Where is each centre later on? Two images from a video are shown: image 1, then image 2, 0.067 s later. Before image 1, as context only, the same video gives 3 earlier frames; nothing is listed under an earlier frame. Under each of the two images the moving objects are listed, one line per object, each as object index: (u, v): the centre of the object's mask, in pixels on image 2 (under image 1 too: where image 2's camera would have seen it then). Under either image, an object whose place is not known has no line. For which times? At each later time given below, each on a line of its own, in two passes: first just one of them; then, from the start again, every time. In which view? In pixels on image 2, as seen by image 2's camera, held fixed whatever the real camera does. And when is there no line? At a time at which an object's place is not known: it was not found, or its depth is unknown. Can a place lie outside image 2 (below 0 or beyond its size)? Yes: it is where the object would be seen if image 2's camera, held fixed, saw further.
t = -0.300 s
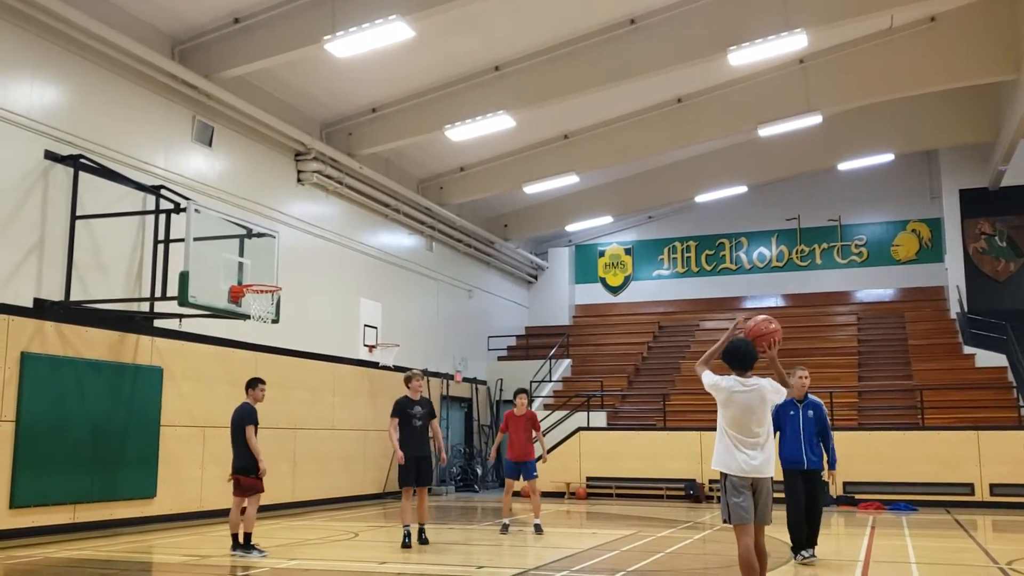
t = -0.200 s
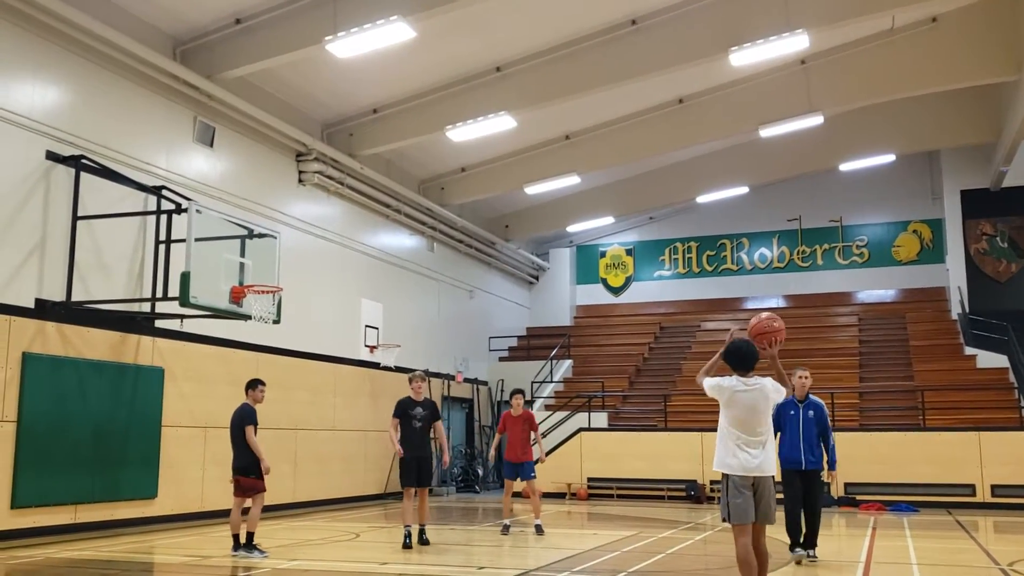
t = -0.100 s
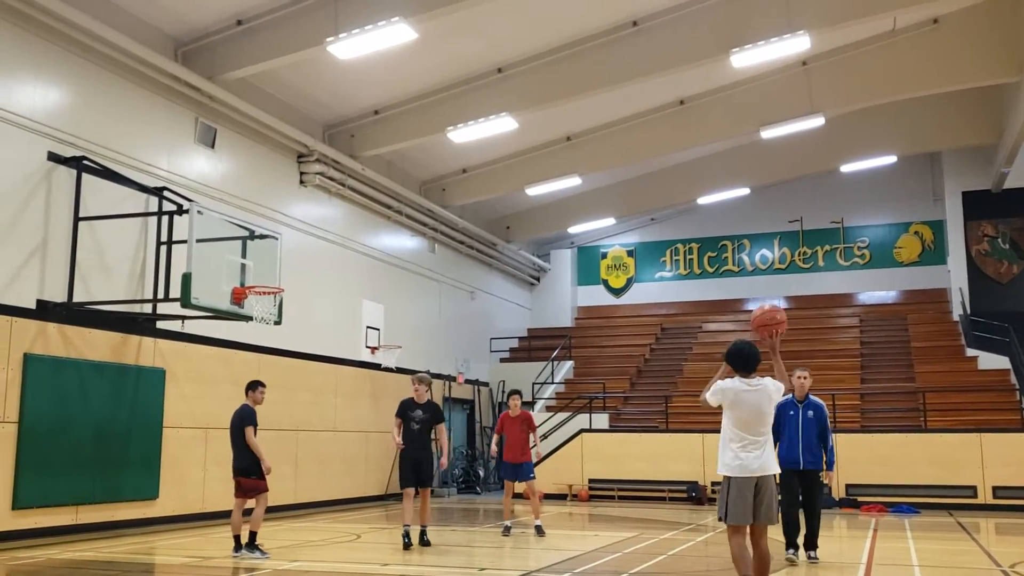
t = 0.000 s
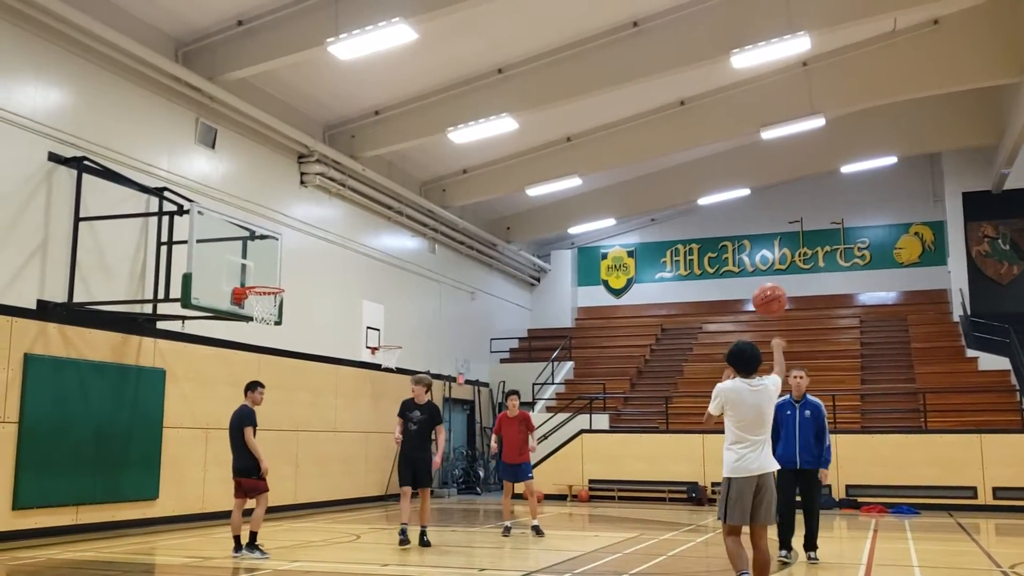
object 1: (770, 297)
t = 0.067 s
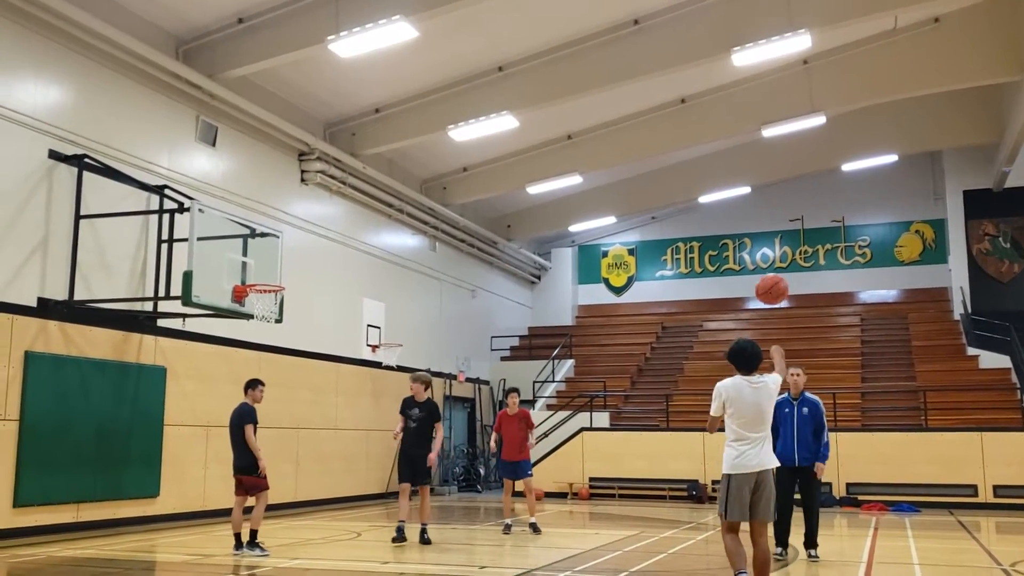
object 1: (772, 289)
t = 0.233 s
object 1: (775, 293)
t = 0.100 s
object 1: (772, 287)
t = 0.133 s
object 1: (773, 287)
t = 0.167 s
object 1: (773, 287)
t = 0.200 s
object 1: (774, 289)
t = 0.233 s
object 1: (775, 293)
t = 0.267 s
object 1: (776, 298)
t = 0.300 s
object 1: (777, 303)
